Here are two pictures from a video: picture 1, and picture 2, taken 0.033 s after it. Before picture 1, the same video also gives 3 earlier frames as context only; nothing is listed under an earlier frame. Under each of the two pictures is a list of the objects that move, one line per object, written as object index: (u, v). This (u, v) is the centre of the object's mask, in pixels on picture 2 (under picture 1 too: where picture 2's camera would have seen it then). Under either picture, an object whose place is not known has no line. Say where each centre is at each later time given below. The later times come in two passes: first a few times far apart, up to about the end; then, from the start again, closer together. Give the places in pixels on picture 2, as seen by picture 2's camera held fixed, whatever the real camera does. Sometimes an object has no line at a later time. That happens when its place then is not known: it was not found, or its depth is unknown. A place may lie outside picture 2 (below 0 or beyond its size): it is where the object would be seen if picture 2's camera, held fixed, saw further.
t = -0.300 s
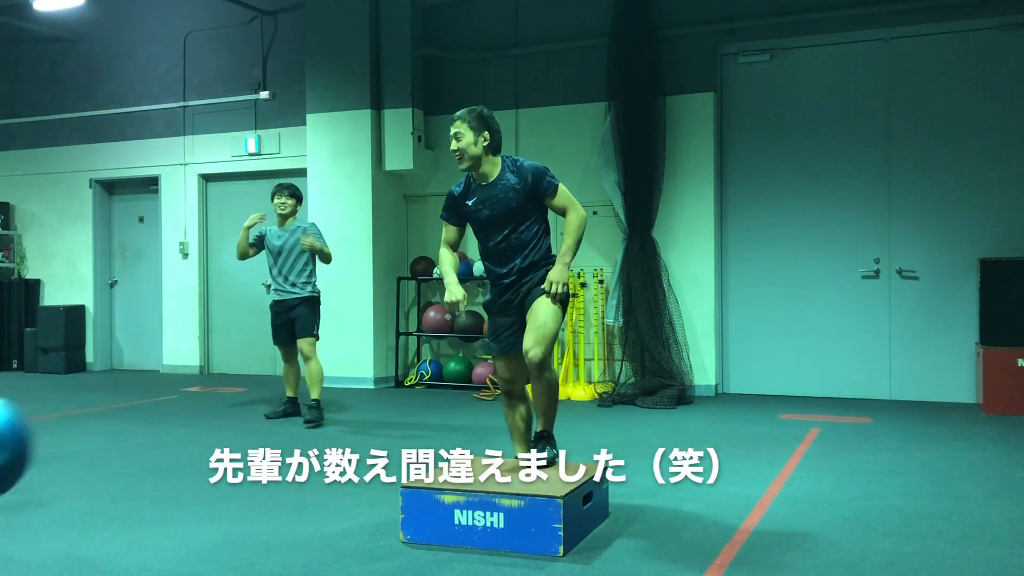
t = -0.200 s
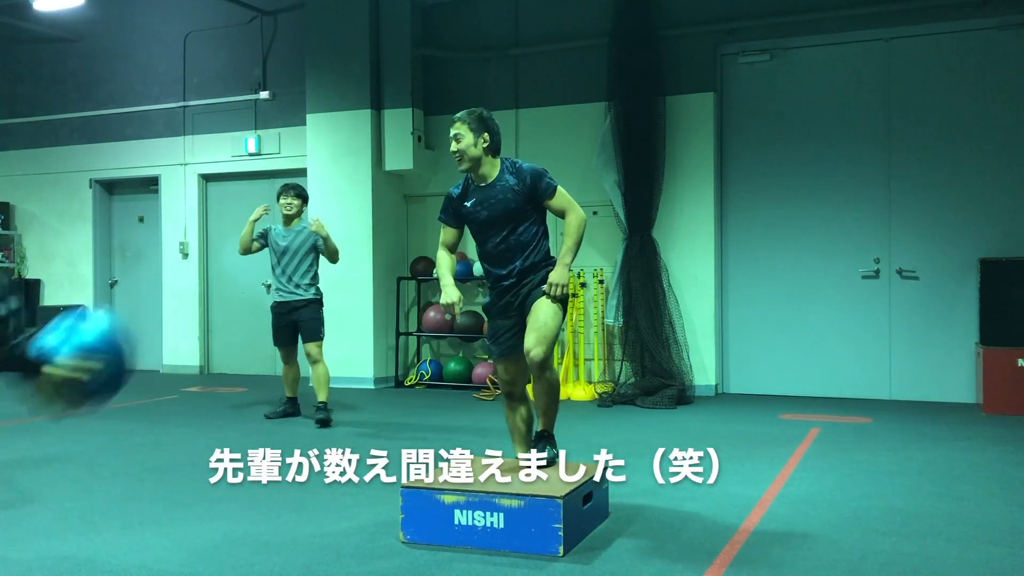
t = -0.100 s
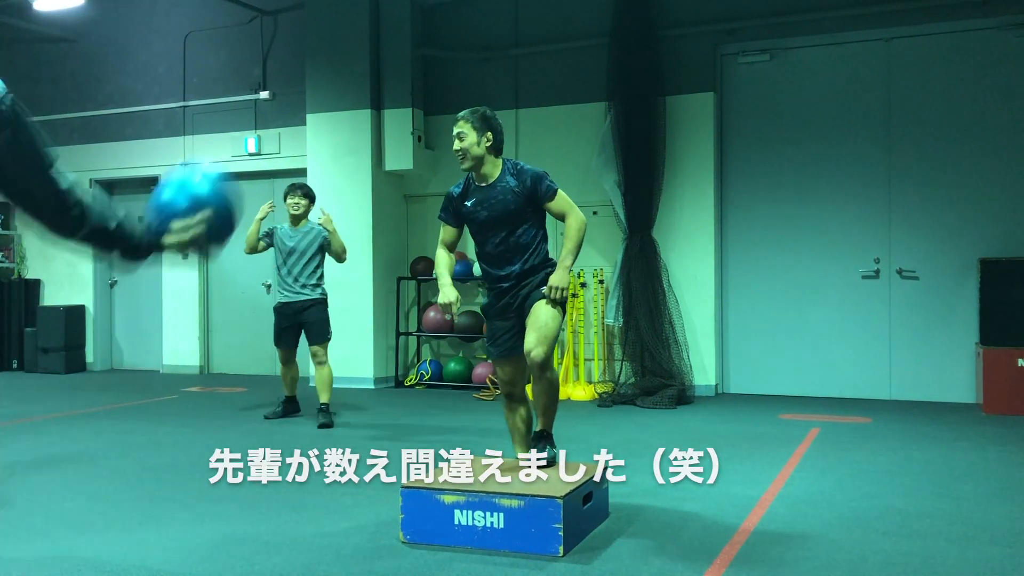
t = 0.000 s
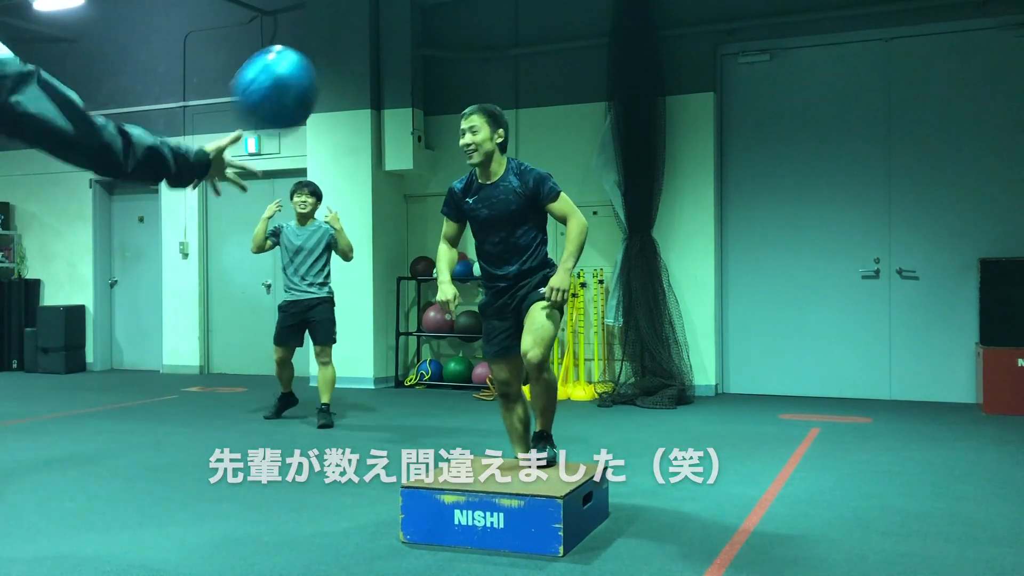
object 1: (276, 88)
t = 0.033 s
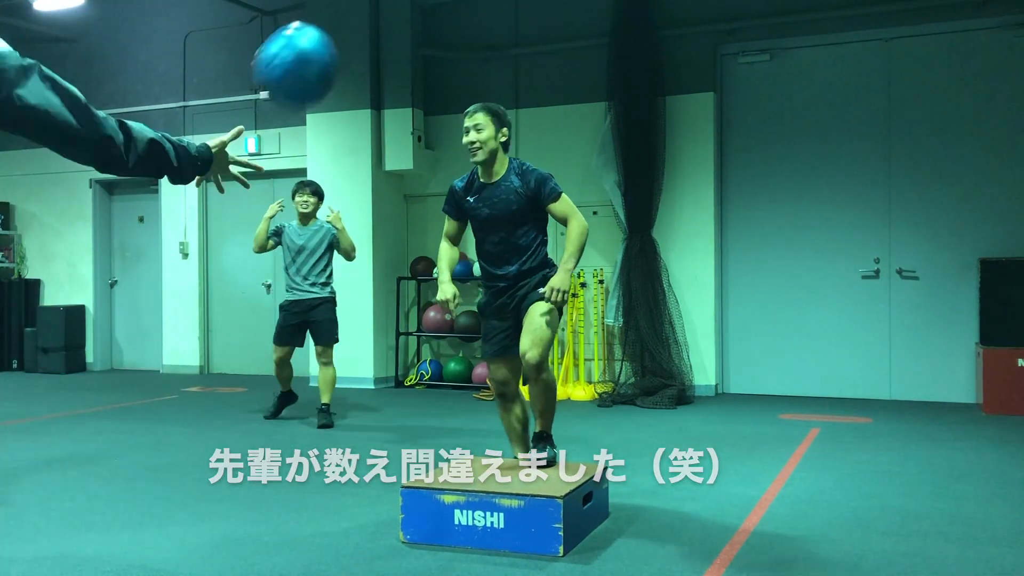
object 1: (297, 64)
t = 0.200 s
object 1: (395, 20)
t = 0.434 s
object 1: (495, 81)
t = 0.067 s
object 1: (318, 43)
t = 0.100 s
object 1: (340, 30)
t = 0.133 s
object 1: (357, 26)
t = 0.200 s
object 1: (395, 20)
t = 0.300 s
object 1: (443, 27)
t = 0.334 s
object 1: (456, 34)
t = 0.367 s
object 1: (470, 47)
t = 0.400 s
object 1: (484, 65)
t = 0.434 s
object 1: (495, 81)
